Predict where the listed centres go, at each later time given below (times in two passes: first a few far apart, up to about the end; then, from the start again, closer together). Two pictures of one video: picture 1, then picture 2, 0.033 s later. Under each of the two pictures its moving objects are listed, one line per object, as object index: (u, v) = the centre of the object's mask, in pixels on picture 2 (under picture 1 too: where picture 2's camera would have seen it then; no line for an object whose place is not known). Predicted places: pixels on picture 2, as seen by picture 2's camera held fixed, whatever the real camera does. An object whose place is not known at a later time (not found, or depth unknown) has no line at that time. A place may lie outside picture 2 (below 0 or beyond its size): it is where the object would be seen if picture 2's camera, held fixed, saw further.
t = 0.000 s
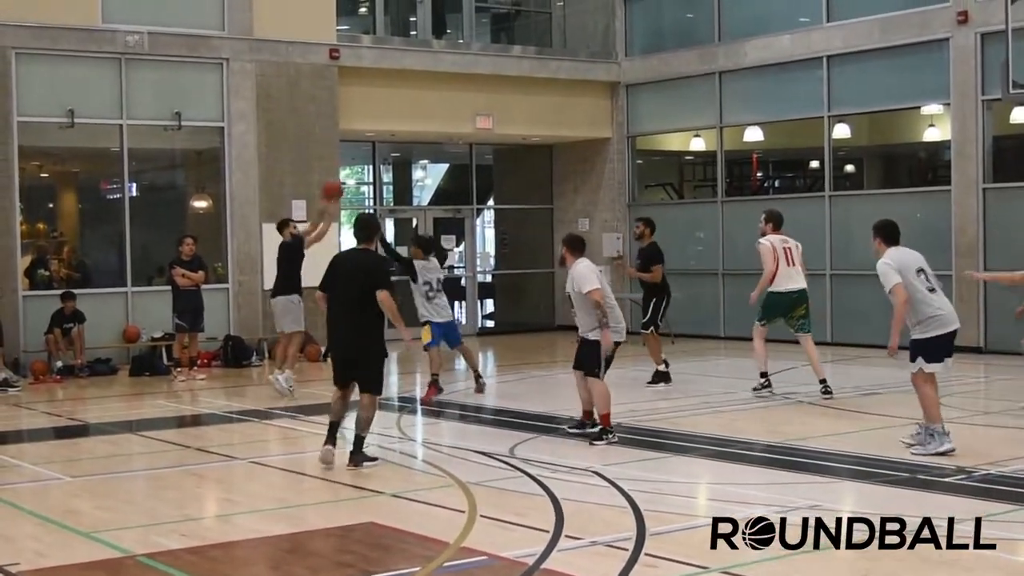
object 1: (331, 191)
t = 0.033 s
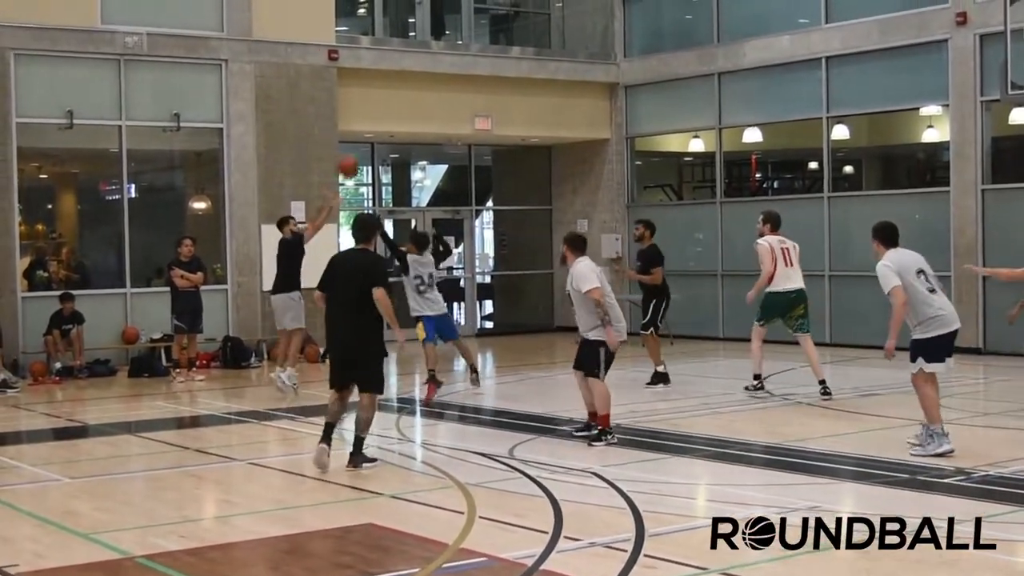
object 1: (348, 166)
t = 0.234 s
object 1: (450, 47)
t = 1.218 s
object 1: (995, 3)
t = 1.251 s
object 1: (1016, 21)
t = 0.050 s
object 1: (356, 155)
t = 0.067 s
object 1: (364, 144)
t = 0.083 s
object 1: (373, 134)
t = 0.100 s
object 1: (381, 125)
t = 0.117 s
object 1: (389, 114)
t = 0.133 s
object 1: (398, 104)
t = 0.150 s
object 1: (406, 95)
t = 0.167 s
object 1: (415, 83)
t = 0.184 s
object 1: (423, 74)
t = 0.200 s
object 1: (432, 65)
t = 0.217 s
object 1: (441, 56)
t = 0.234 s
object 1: (450, 47)
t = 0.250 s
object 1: (459, 38)
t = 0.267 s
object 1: (467, 30)
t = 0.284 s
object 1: (476, 22)
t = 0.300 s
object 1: (484, 14)
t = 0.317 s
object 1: (494, 7)
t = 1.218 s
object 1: (995, 3)
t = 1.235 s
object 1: (1005, 12)
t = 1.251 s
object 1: (1016, 21)
